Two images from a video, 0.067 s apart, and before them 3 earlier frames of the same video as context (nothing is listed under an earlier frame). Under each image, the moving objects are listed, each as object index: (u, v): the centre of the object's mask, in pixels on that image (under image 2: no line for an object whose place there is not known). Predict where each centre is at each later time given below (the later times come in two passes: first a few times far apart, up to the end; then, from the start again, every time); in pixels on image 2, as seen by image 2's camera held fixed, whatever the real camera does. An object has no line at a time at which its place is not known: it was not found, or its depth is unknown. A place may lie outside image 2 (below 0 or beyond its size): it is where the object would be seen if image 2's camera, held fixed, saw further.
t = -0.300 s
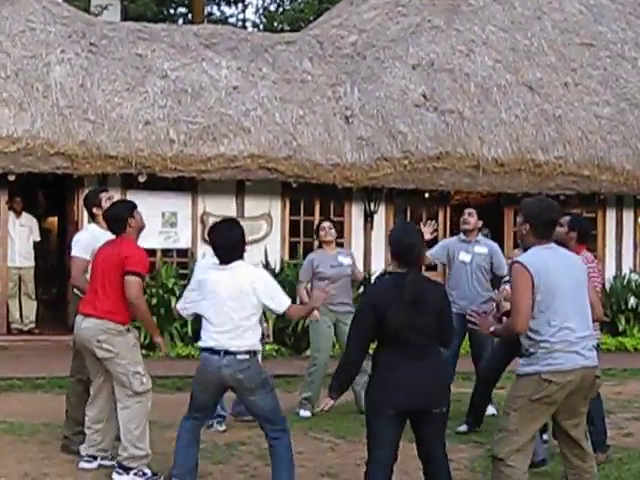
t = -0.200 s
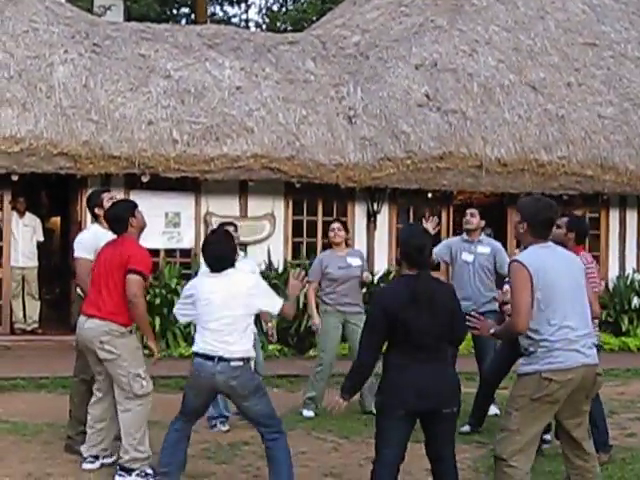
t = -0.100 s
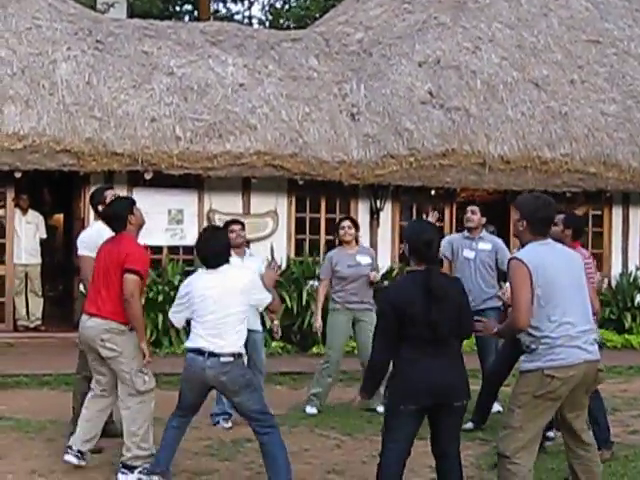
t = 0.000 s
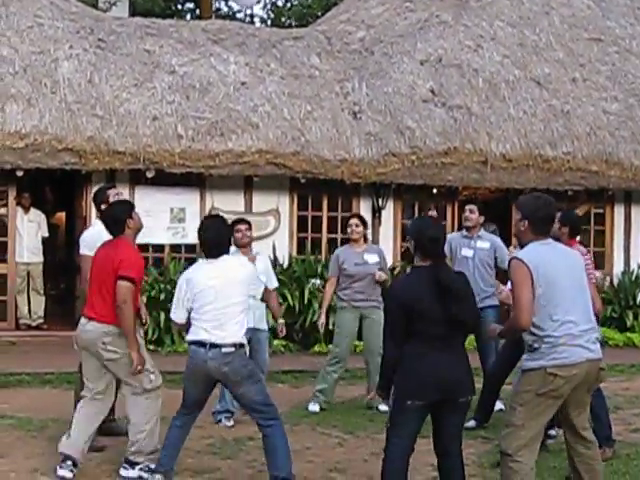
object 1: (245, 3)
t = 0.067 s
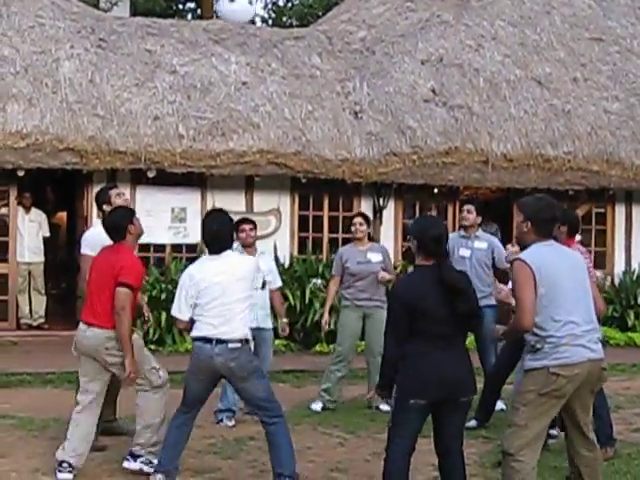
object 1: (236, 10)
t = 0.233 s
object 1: (214, 68)
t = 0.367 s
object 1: (200, 132)
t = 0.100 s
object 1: (231, 17)
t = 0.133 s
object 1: (226, 27)
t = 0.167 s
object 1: (222, 40)
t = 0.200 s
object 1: (218, 53)
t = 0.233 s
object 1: (214, 68)
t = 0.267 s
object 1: (209, 83)
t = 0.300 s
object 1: (205, 100)
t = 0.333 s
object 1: (203, 116)
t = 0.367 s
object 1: (200, 132)
